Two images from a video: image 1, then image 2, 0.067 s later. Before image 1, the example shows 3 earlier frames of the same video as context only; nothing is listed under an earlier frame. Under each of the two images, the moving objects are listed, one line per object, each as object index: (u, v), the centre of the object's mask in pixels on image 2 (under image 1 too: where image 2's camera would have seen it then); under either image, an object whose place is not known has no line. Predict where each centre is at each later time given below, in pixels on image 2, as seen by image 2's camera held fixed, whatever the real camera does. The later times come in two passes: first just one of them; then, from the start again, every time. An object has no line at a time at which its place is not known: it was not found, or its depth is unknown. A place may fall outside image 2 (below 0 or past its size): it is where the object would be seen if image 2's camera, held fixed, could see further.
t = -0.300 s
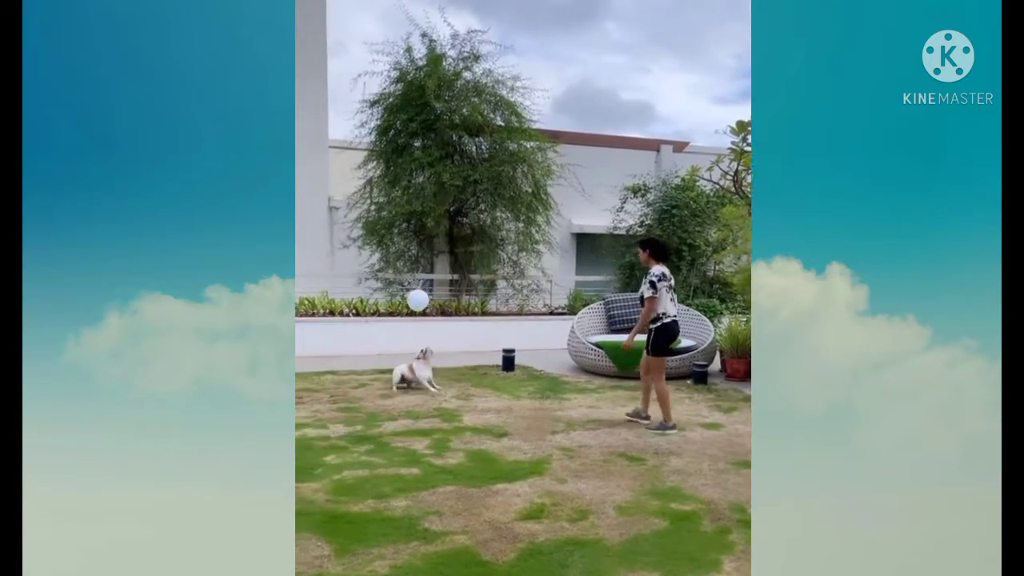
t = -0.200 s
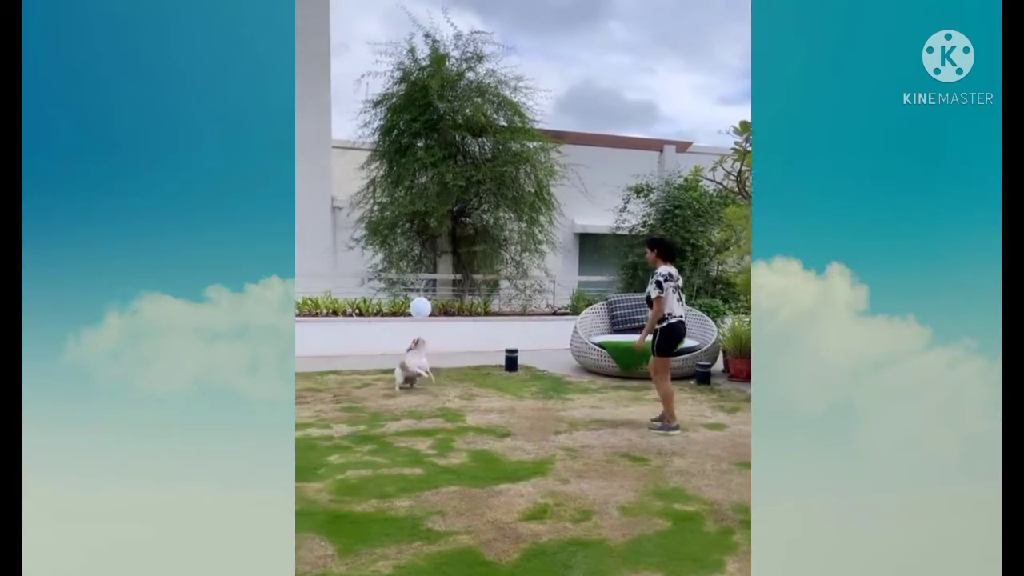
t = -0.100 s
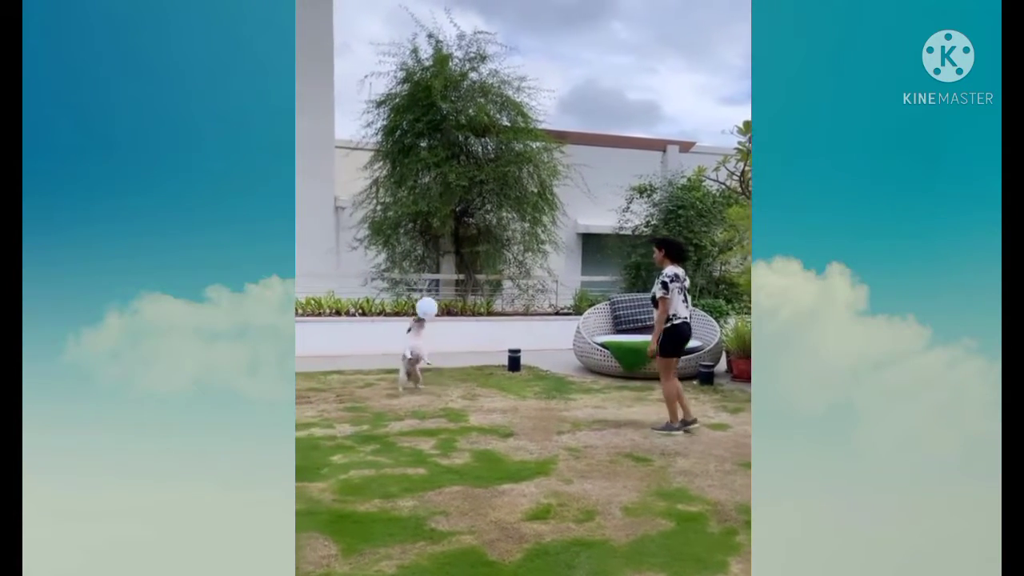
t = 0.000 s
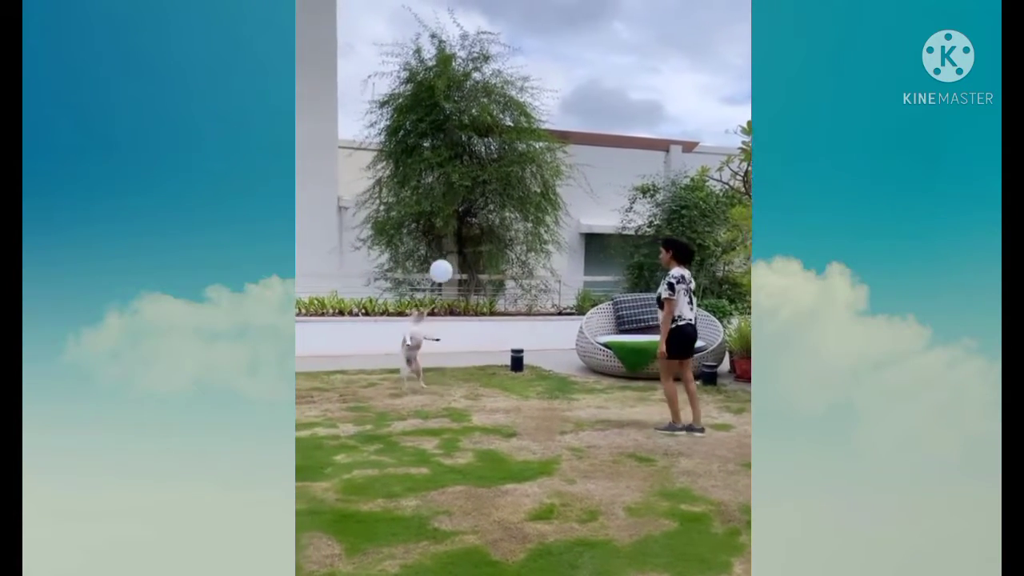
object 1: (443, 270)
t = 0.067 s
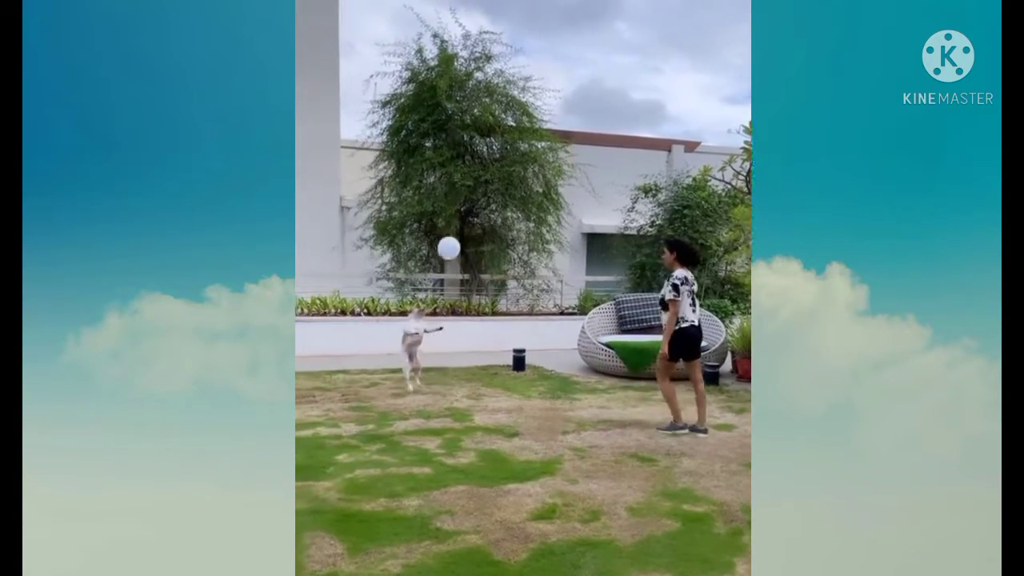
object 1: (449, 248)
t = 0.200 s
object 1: (455, 214)
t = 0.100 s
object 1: (451, 238)
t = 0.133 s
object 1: (453, 229)
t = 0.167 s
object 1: (454, 221)
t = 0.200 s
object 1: (455, 214)
